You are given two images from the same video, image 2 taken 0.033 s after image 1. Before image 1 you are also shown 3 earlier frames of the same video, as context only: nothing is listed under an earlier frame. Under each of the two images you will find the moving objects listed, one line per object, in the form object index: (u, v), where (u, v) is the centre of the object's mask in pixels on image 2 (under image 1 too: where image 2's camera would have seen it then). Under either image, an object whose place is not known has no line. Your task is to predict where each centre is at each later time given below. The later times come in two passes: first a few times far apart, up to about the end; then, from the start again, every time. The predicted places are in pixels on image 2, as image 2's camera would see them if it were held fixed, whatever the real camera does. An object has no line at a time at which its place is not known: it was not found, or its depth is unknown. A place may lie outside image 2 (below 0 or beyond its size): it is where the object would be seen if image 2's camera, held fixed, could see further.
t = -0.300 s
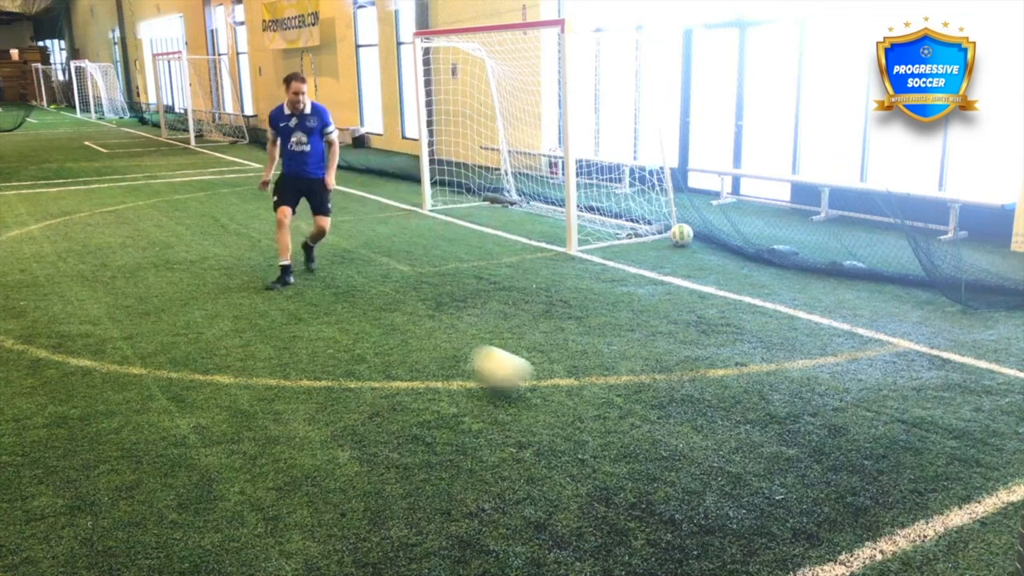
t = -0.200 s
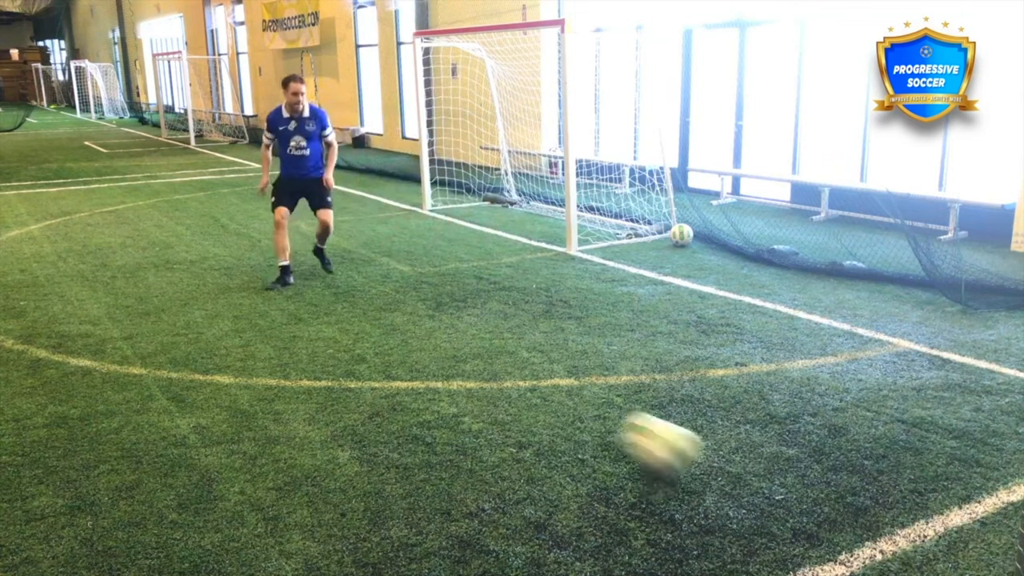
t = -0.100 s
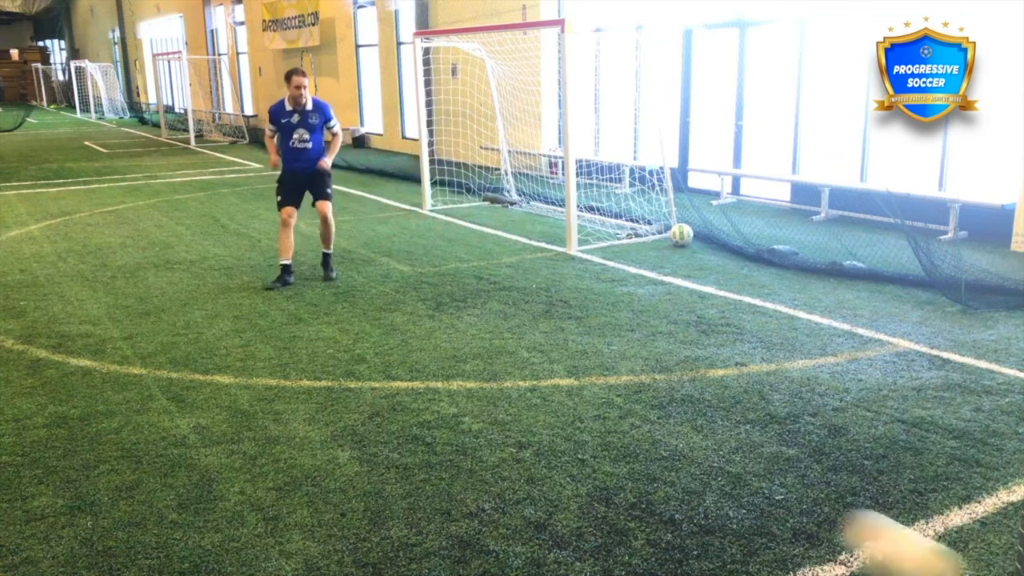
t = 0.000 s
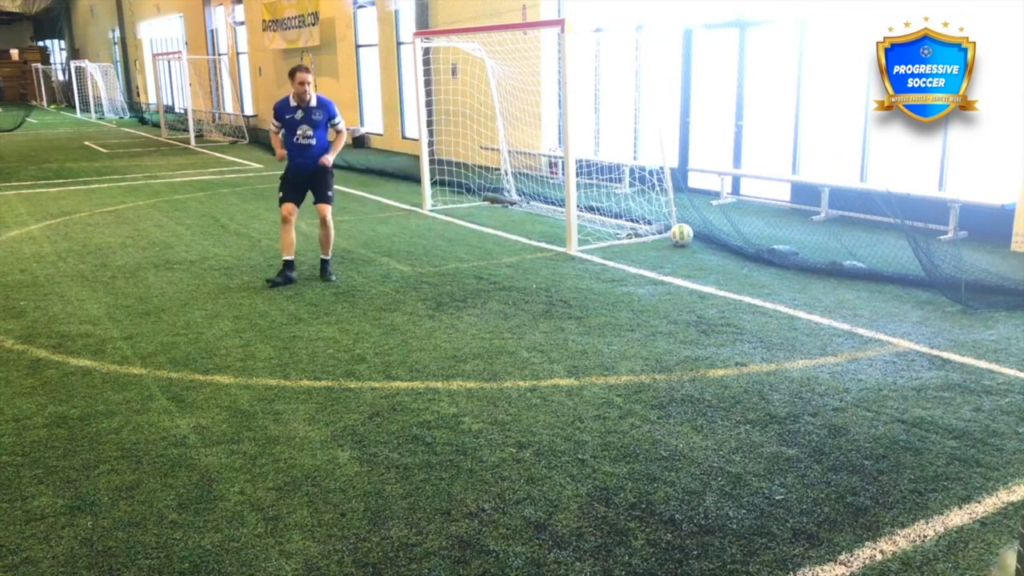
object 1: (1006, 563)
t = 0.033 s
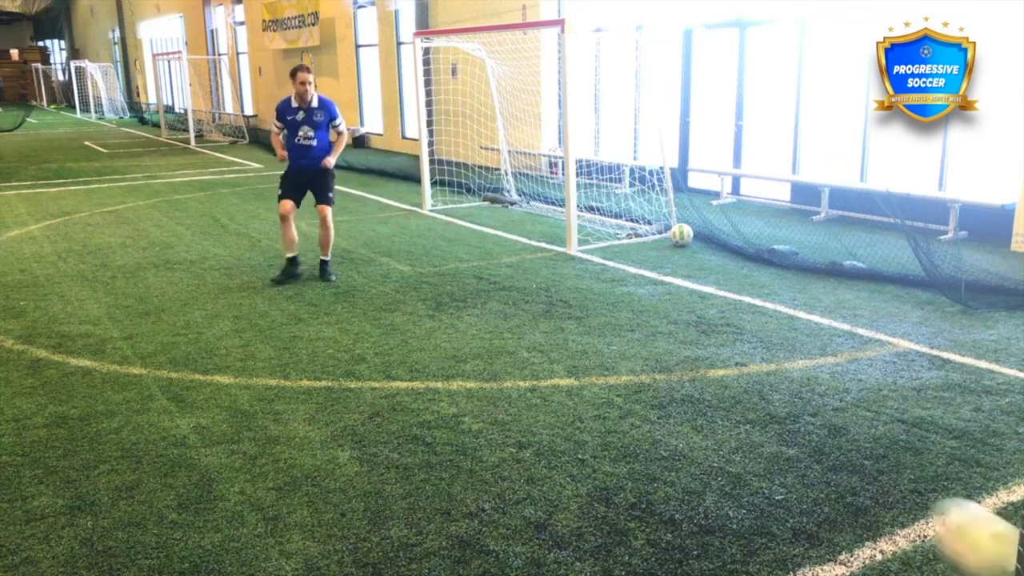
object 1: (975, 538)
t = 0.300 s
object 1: (637, 375)
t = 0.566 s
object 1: (505, 310)
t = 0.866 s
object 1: (432, 289)
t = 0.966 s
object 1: (417, 279)
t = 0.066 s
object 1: (917, 501)
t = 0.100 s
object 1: (865, 470)
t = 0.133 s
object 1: (817, 441)
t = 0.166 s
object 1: (773, 420)
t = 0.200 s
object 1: (733, 404)
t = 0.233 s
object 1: (697, 391)
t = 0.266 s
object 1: (665, 381)
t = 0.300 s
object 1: (637, 375)
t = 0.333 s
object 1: (610, 373)
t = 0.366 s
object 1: (585, 368)
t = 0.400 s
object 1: (564, 365)
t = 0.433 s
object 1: (551, 351)
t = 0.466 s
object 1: (539, 337)
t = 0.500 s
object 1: (526, 324)
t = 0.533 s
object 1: (516, 315)
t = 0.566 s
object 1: (505, 310)
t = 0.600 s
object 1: (494, 305)
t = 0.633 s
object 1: (485, 303)
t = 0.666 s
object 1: (475, 301)
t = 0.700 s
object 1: (466, 302)
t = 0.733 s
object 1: (457, 303)
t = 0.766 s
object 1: (450, 308)
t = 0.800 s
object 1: (443, 304)
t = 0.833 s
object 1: (437, 294)
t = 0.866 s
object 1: (432, 289)
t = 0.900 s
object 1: (426, 284)
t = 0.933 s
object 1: (421, 280)
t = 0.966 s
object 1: (417, 279)
